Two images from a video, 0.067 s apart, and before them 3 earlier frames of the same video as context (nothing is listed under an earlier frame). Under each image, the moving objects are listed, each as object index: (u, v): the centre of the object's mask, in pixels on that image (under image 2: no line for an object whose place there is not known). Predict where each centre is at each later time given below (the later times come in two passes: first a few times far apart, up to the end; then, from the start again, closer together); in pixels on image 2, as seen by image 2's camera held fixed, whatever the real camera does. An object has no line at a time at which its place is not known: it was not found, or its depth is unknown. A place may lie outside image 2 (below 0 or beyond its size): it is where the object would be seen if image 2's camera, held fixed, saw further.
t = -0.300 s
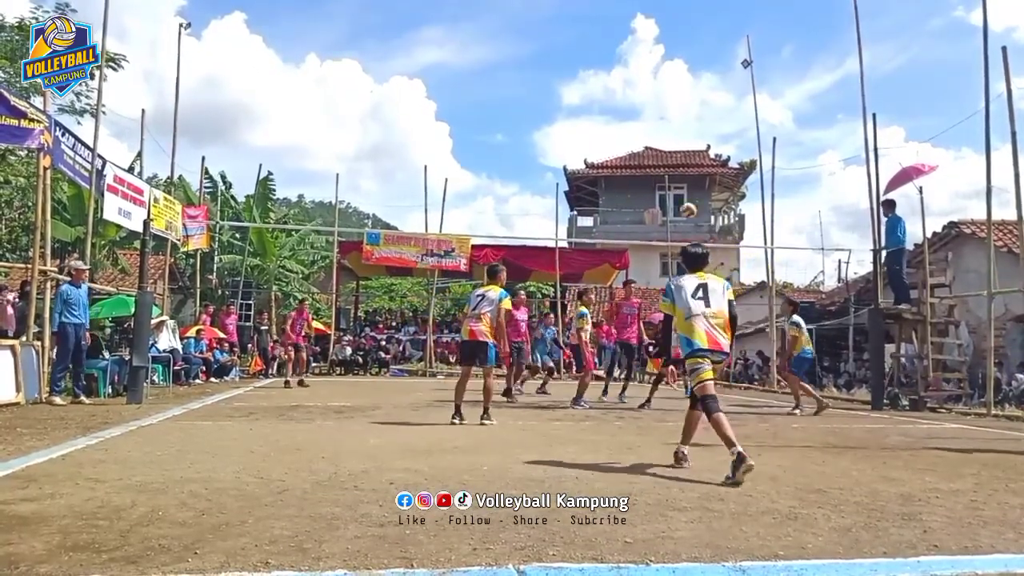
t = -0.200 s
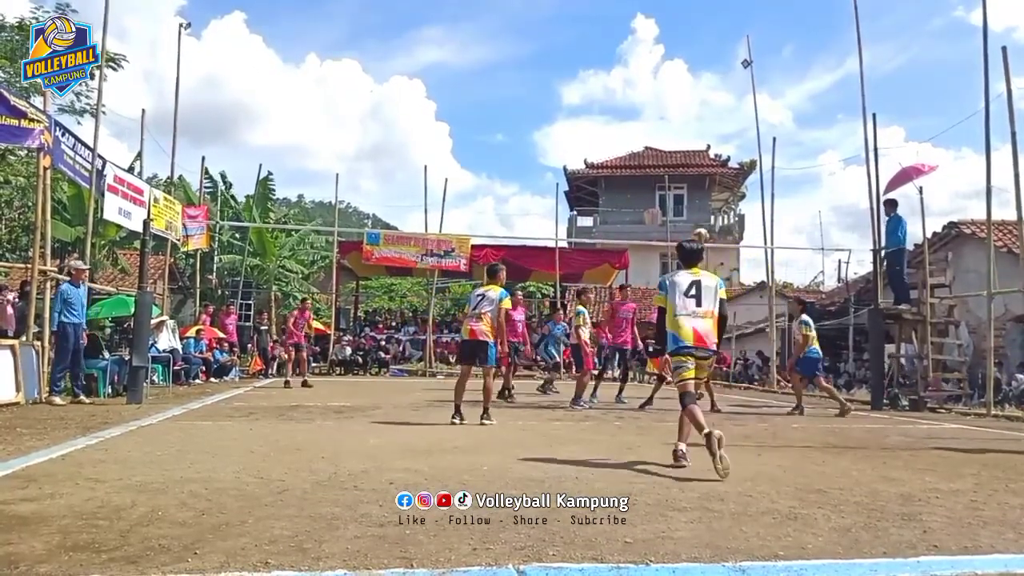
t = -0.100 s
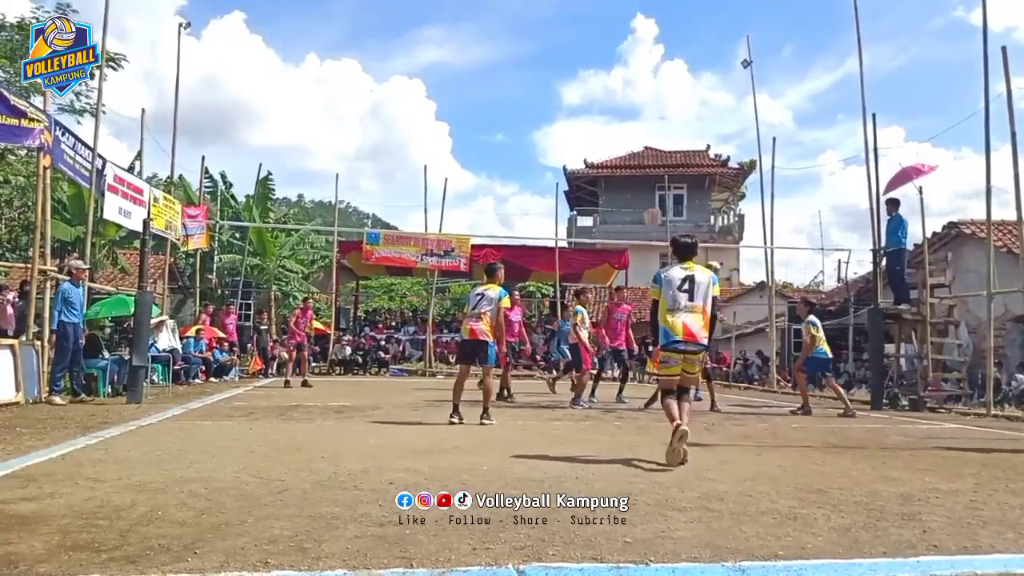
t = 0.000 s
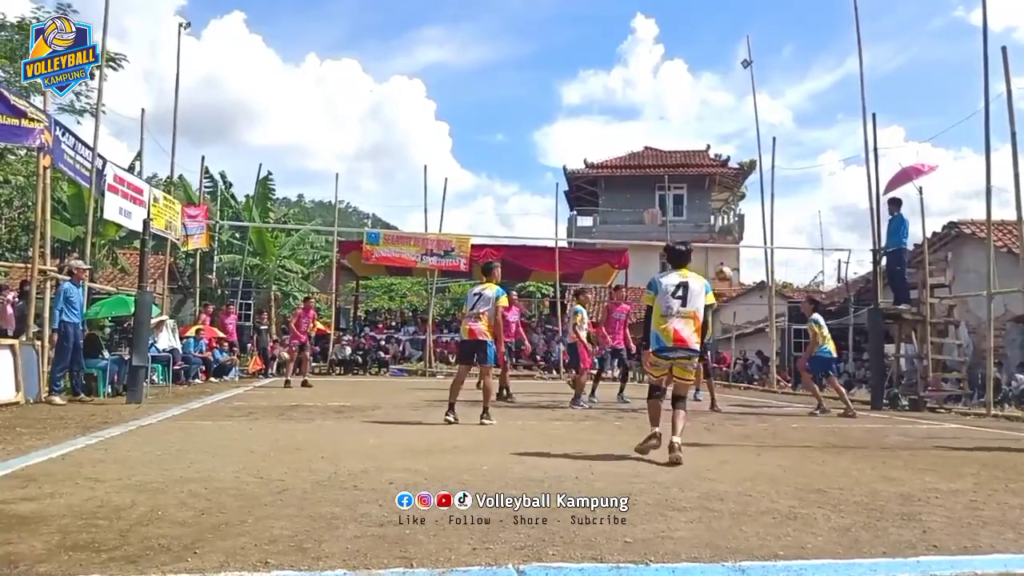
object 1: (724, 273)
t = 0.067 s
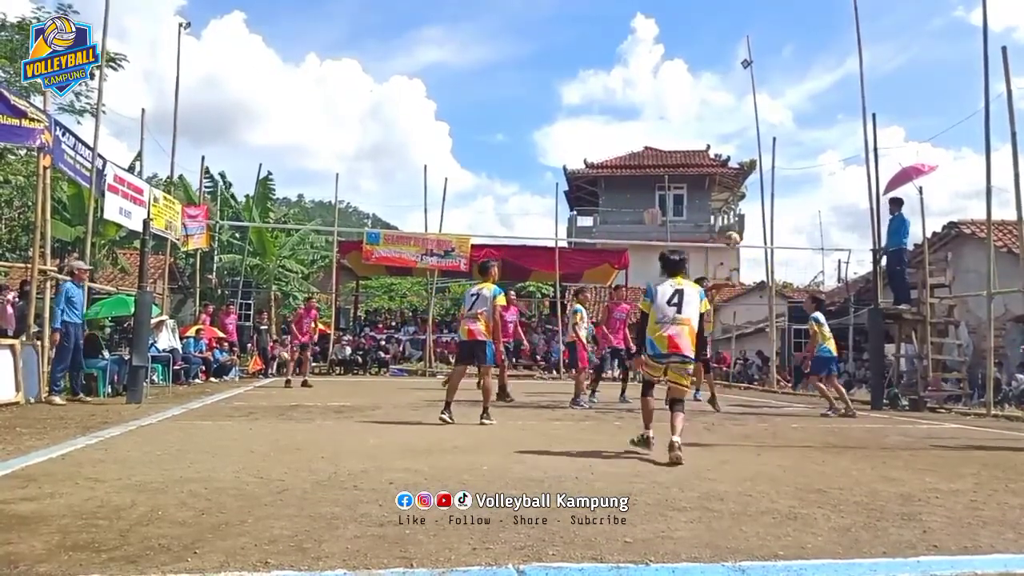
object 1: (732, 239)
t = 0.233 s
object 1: (749, 165)
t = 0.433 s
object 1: (771, 104)
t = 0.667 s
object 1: (797, 67)
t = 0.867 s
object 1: (820, 70)
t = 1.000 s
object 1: (834, 89)
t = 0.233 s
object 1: (749, 165)
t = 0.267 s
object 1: (753, 153)
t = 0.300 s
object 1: (756, 142)
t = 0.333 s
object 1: (760, 131)
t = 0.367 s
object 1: (764, 122)
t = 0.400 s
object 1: (767, 112)
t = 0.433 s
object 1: (771, 104)
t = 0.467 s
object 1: (774, 96)
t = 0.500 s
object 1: (778, 89)
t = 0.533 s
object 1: (782, 83)
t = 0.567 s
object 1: (785, 78)
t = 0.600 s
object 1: (789, 73)
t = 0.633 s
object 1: (793, 70)
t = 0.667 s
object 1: (797, 67)
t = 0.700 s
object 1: (801, 66)
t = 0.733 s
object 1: (804, 65)
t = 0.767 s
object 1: (808, 64)
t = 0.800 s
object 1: (812, 65)
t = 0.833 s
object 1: (816, 67)
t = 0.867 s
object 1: (820, 70)
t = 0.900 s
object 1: (823, 73)
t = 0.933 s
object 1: (827, 77)
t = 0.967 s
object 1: (830, 83)
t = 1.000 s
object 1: (834, 89)
